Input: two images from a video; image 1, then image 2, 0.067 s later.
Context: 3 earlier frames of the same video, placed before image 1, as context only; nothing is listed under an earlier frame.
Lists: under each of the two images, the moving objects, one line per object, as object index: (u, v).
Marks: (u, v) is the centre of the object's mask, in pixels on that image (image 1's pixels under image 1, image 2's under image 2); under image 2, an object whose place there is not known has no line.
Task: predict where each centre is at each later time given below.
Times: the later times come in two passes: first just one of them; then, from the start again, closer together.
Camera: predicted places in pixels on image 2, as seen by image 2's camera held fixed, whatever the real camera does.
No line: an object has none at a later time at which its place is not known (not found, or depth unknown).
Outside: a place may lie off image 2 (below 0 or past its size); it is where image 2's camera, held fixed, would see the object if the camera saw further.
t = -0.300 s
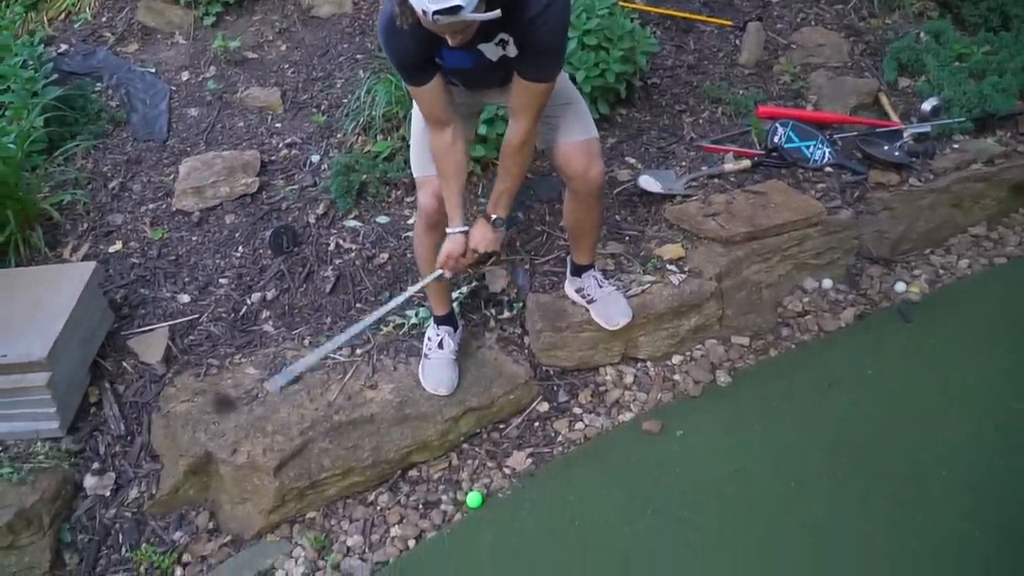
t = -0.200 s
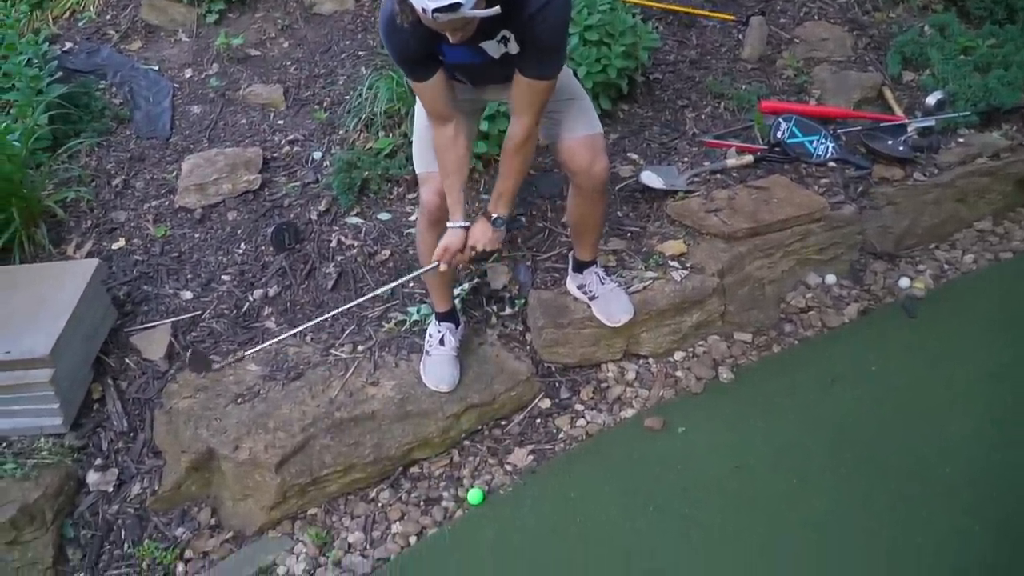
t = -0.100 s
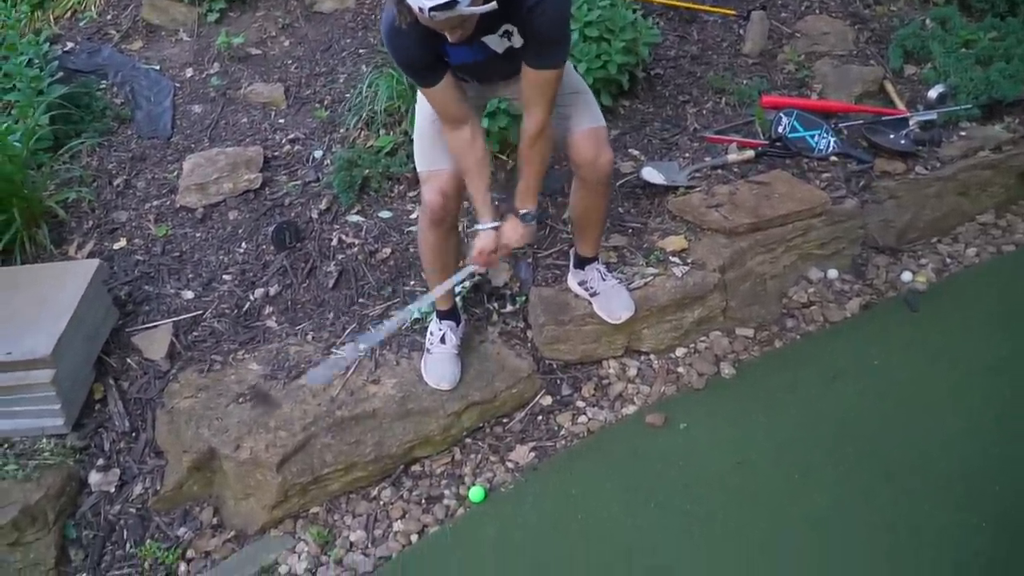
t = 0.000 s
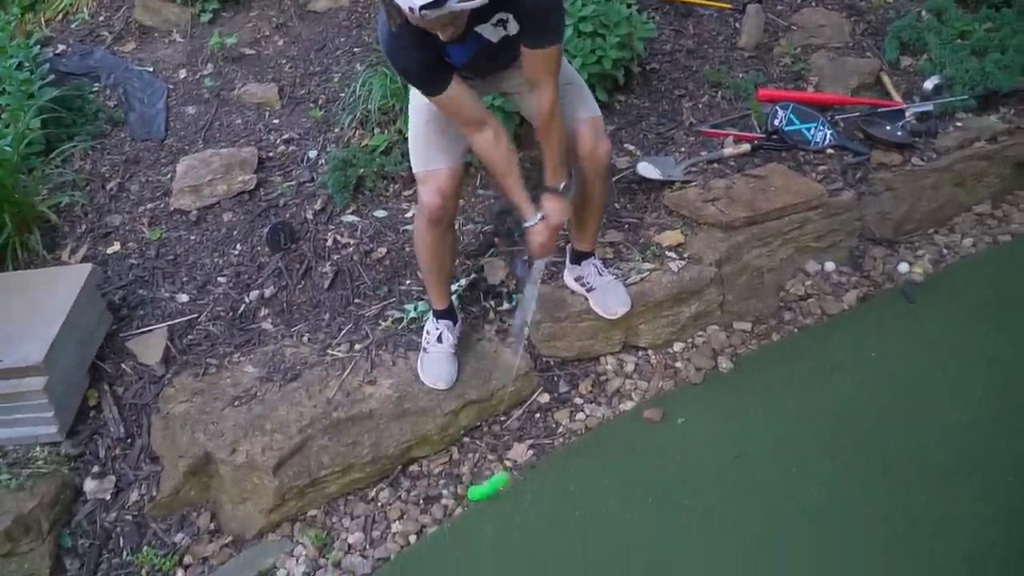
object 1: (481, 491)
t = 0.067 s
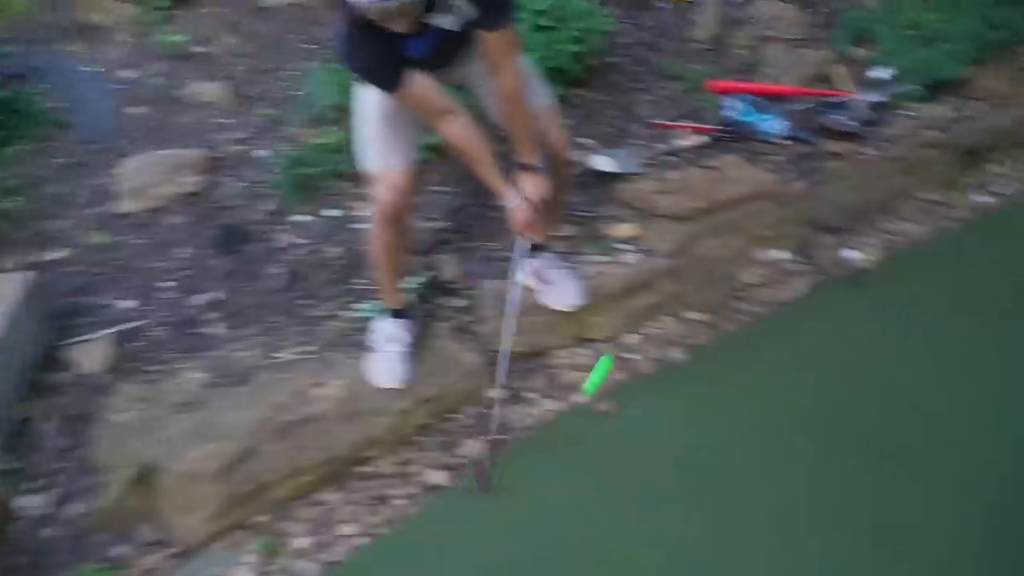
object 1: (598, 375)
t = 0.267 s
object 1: (1152, 65)
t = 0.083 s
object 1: (639, 346)
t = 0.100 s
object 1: (683, 318)
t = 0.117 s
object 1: (727, 290)
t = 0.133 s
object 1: (773, 262)
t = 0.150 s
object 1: (817, 237)
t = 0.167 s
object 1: (863, 211)
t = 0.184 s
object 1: (910, 183)
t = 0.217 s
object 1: (1006, 134)
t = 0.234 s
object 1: (1052, 109)
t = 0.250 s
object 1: (1102, 87)
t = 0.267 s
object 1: (1152, 65)
